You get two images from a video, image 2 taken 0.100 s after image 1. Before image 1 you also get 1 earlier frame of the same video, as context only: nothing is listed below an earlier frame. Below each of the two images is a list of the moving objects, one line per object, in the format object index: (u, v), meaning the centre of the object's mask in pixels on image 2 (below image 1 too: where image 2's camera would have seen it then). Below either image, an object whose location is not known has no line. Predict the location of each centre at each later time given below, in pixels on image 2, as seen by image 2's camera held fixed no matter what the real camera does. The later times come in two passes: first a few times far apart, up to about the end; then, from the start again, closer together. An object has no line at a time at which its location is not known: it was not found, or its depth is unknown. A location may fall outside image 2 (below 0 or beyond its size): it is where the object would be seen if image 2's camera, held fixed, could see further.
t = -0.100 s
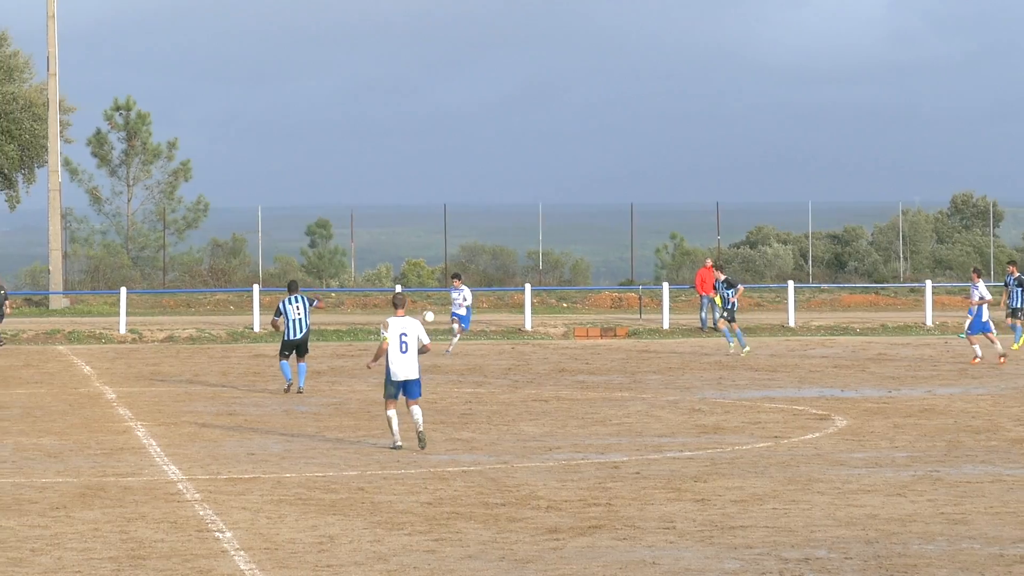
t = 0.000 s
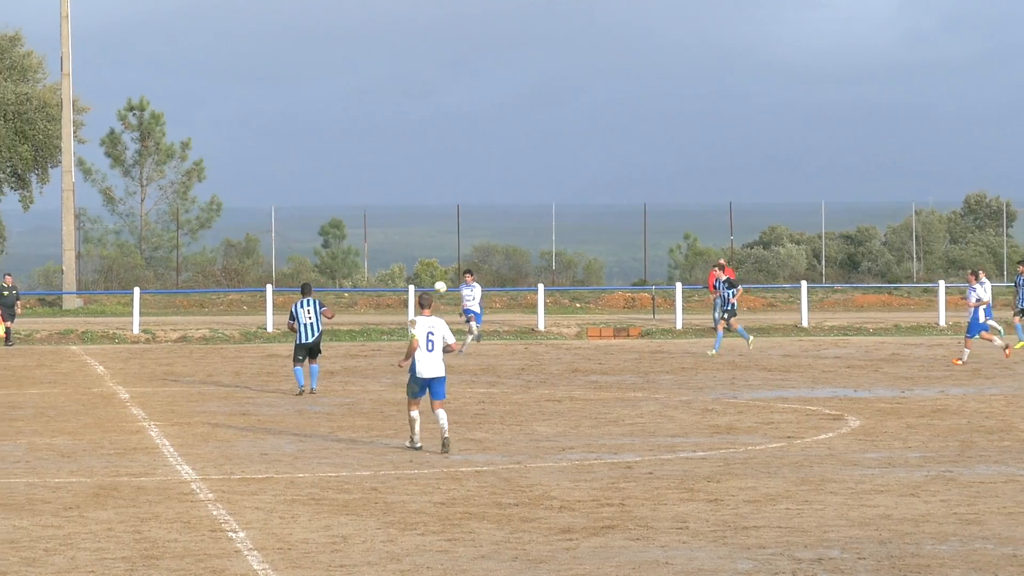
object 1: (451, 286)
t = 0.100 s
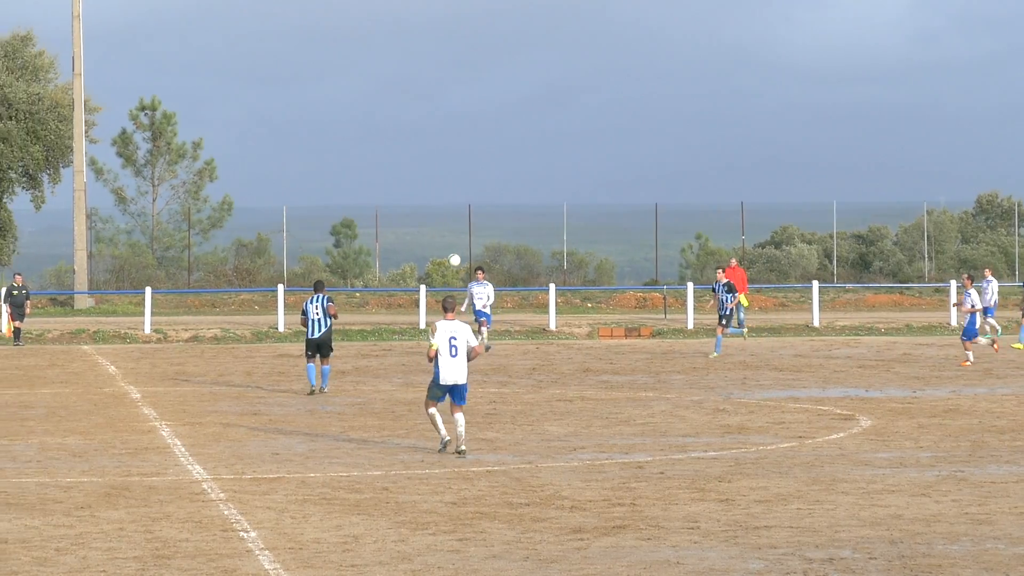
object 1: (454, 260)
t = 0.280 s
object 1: (468, 219)
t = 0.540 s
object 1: (510, 182)
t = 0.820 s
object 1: (589, 183)
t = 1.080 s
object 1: (692, 229)
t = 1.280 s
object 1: (792, 302)
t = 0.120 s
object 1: (455, 255)
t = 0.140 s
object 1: (456, 250)
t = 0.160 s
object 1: (457, 245)
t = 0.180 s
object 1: (459, 240)
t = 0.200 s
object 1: (460, 236)
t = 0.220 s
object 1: (462, 232)
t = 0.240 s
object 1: (463, 227)
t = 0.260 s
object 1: (466, 223)
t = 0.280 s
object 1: (468, 219)
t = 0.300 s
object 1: (470, 215)
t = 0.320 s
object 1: (472, 211)
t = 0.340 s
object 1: (475, 208)
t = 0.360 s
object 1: (478, 204)
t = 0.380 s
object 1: (480, 201)
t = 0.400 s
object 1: (484, 198)
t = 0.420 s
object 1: (487, 196)
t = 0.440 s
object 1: (490, 193)
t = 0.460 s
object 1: (493, 191)
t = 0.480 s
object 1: (497, 188)
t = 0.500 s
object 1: (502, 186)
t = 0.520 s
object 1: (506, 184)
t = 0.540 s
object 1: (510, 182)
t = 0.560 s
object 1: (515, 181)
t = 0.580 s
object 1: (520, 179)
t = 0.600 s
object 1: (524, 178)
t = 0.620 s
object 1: (529, 178)
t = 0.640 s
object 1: (535, 177)
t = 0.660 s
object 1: (540, 177)
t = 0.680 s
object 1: (545, 177)
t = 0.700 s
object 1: (551, 177)
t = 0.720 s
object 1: (557, 177)
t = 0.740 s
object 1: (563, 177)
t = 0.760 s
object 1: (569, 179)
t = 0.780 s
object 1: (576, 180)
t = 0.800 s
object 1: (583, 181)
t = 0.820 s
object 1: (589, 183)
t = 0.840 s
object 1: (596, 184)
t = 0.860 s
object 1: (603, 187)
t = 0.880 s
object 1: (610, 189)
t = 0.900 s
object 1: (618, 192)
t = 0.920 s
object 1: (625, 195)
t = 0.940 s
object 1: (633, 198)
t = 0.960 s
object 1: (641, 202)
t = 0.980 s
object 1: (649, 206)
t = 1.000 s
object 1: (657, 210)
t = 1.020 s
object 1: (666, 214)
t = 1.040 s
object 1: (674, 219)
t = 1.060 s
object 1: (683, 224)
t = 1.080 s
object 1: (692, 229)
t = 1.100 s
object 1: (701, 235)
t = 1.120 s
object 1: (710, 241)
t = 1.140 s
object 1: (720, 247)
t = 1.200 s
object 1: (749, 269)
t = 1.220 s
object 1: (759, 277)
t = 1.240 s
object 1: (770, 285)
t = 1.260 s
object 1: (781, 293)
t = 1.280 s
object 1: (792, 302)
